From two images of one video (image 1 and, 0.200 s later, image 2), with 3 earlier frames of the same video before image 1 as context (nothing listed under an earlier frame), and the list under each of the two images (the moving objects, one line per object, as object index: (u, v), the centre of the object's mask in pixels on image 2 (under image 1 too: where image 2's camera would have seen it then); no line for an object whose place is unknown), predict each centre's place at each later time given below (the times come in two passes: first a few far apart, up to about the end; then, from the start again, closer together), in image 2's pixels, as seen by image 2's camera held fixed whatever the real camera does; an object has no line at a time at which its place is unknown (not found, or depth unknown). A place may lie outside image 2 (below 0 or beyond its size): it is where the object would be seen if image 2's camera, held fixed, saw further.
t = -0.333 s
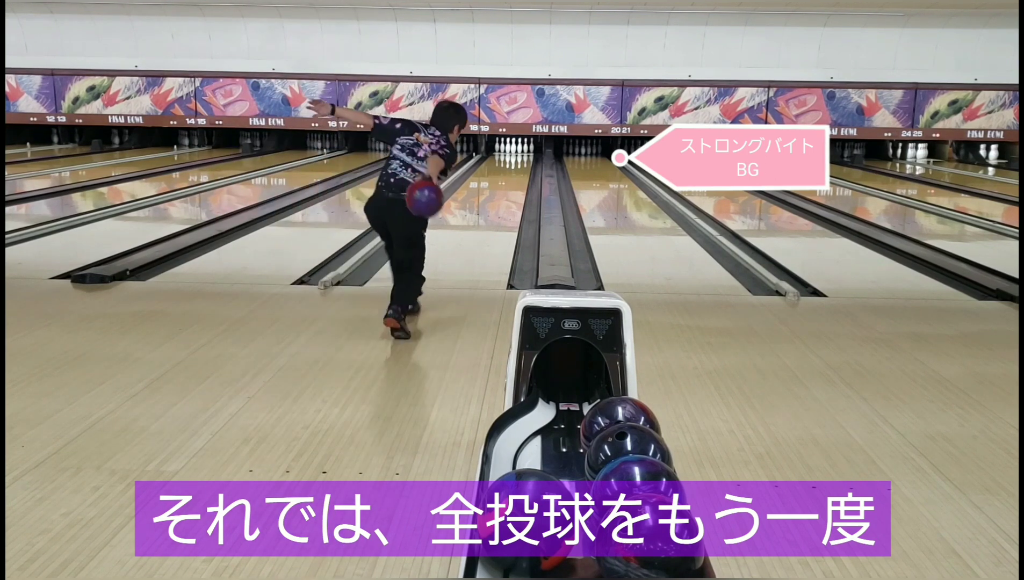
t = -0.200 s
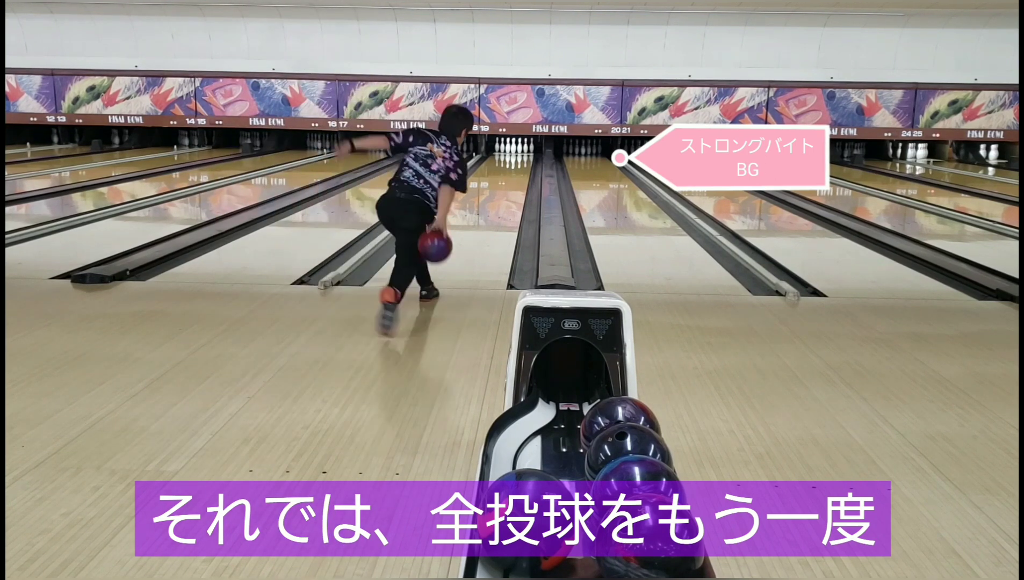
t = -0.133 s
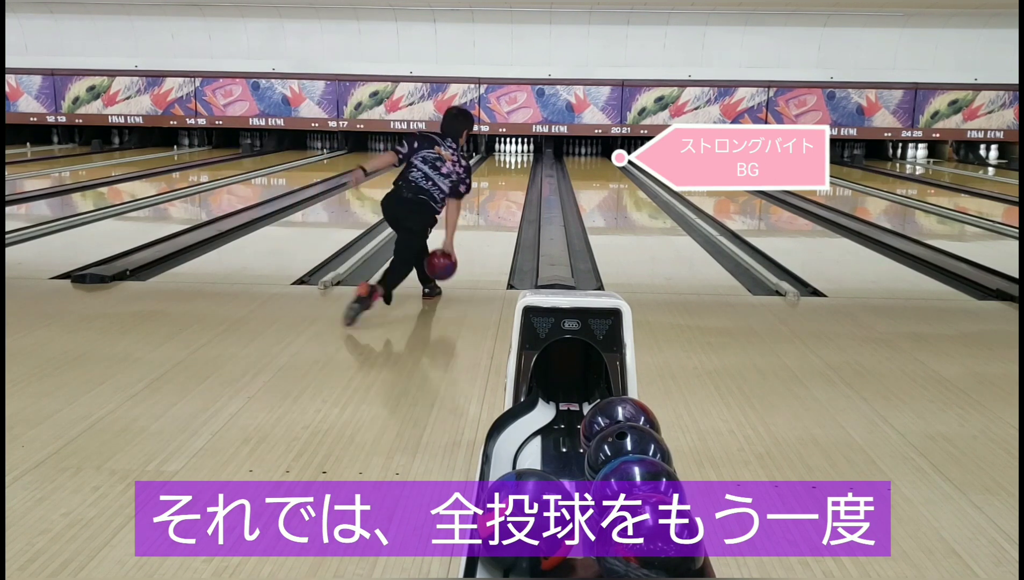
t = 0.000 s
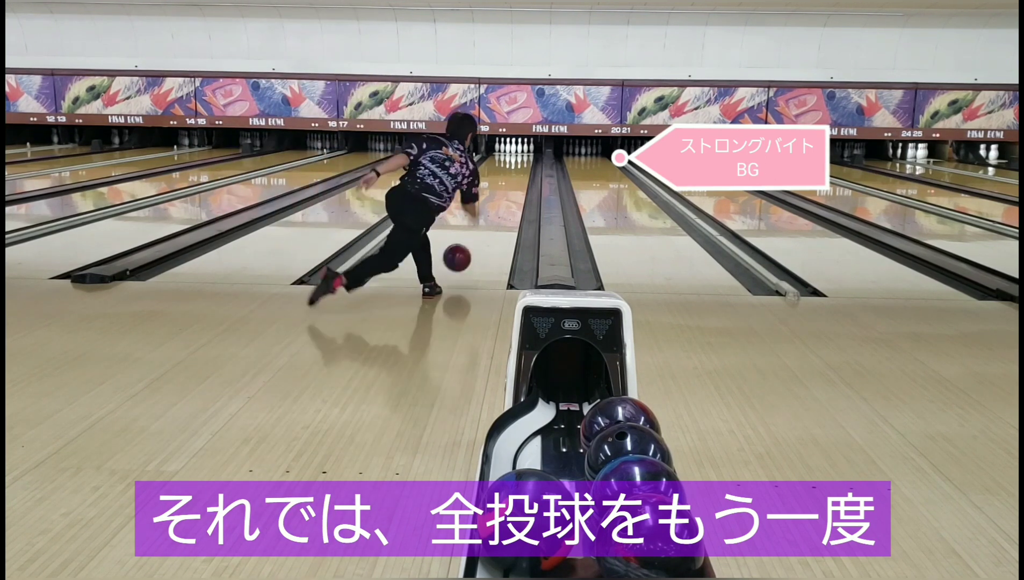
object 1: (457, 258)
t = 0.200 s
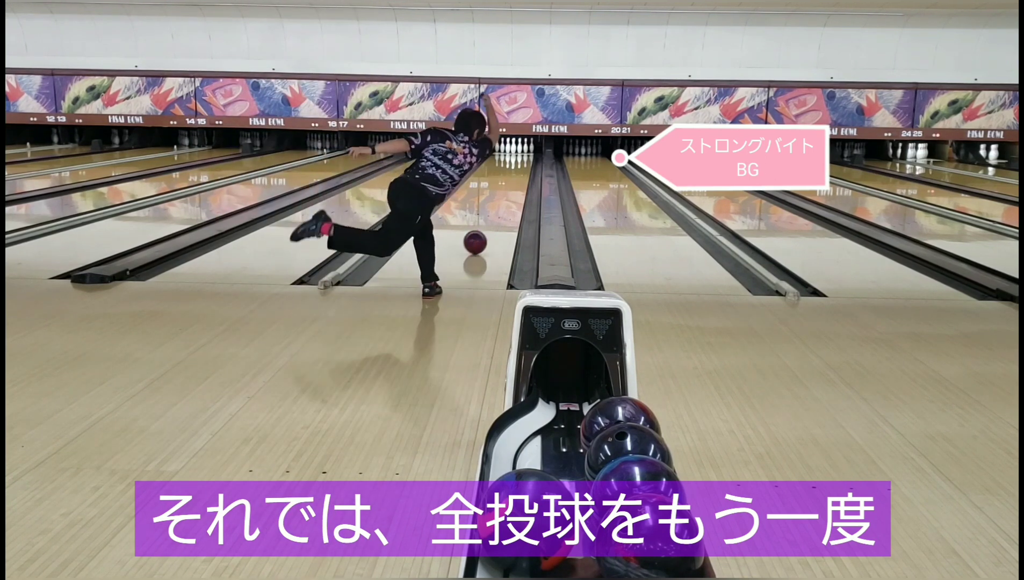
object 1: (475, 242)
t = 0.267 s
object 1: (480, 235)
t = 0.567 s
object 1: (496, 210)
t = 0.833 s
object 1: (506, 195)
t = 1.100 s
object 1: (512, 184)
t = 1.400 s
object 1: (518, 174)
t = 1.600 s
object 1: (520, 168)
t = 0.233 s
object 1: (477, 238)
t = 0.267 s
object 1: (480, 235)
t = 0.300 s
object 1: (482, 232)
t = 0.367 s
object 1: (486, 225)
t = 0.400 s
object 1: (488, 222)
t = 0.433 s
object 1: (490, 220)
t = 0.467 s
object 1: (491, 217)
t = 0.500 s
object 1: (493, 215)
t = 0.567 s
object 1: (496, 210)
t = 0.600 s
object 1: (497, 208)
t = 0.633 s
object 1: (499, 206)
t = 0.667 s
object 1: (500, 204)
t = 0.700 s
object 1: (501, 202)
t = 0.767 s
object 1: (503, 198)
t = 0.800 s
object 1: (505, 196)
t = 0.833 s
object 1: (506, 195)
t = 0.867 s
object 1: (507, 193)
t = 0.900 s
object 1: (507, 192)
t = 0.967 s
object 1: (509, 189)
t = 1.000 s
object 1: (510, 187)
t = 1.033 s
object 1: (511, 186)
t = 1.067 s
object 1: (512, 185)
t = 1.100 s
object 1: (512, 184)
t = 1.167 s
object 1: (514, 181)
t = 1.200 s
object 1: (514, 180)
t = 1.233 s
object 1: (515, 179)
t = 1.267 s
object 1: (515, 178)
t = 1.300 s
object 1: (516, 177)
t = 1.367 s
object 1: (517, 175)
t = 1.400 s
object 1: (518, 174)
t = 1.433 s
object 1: (518, 173)
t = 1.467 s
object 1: (518, 172)
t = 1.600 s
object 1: (520, 168)
